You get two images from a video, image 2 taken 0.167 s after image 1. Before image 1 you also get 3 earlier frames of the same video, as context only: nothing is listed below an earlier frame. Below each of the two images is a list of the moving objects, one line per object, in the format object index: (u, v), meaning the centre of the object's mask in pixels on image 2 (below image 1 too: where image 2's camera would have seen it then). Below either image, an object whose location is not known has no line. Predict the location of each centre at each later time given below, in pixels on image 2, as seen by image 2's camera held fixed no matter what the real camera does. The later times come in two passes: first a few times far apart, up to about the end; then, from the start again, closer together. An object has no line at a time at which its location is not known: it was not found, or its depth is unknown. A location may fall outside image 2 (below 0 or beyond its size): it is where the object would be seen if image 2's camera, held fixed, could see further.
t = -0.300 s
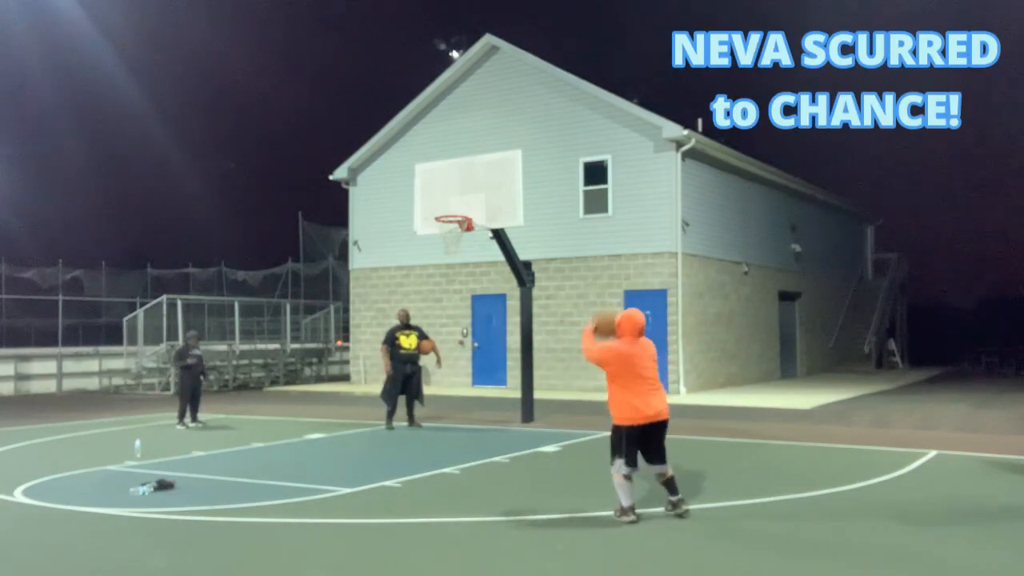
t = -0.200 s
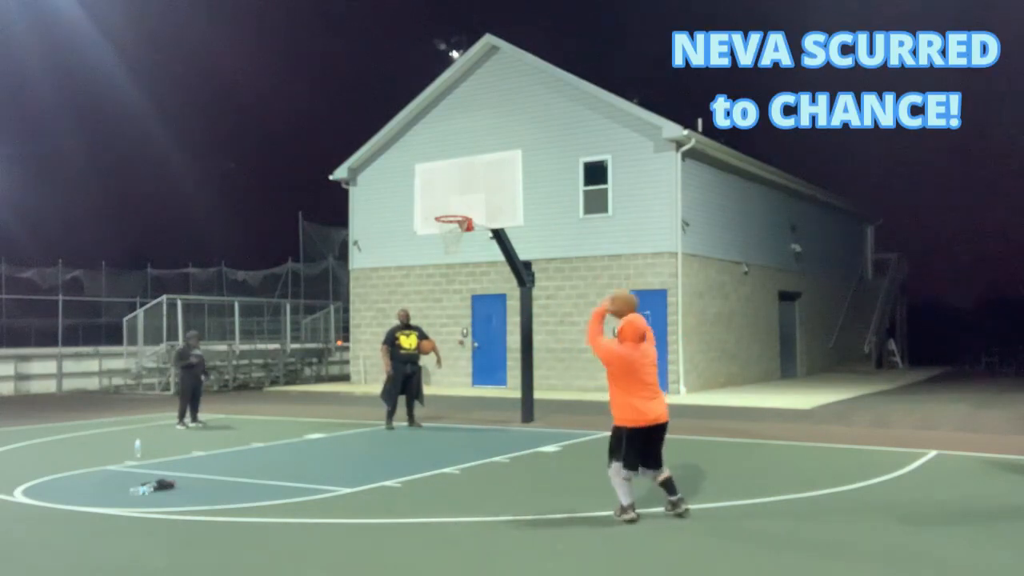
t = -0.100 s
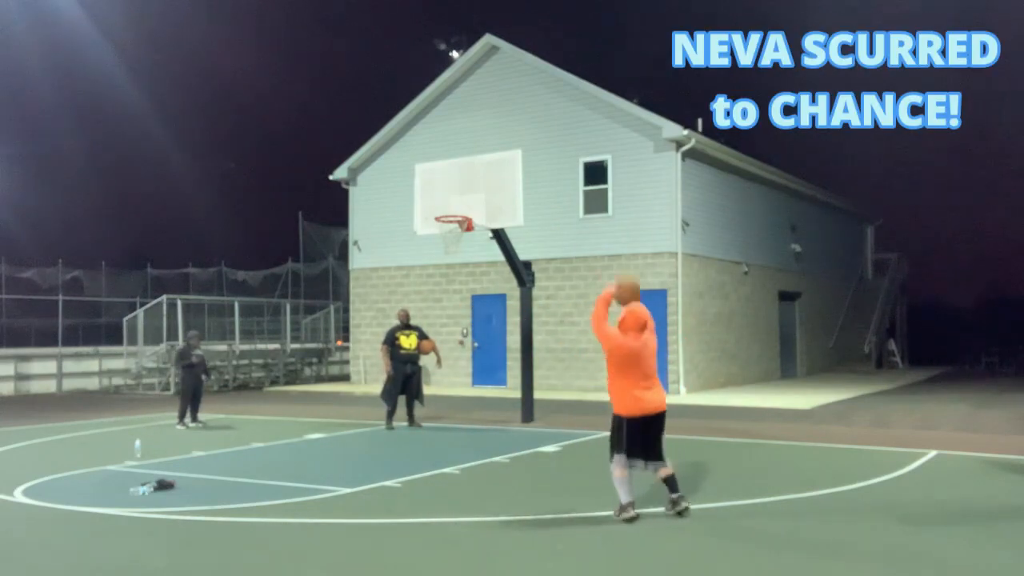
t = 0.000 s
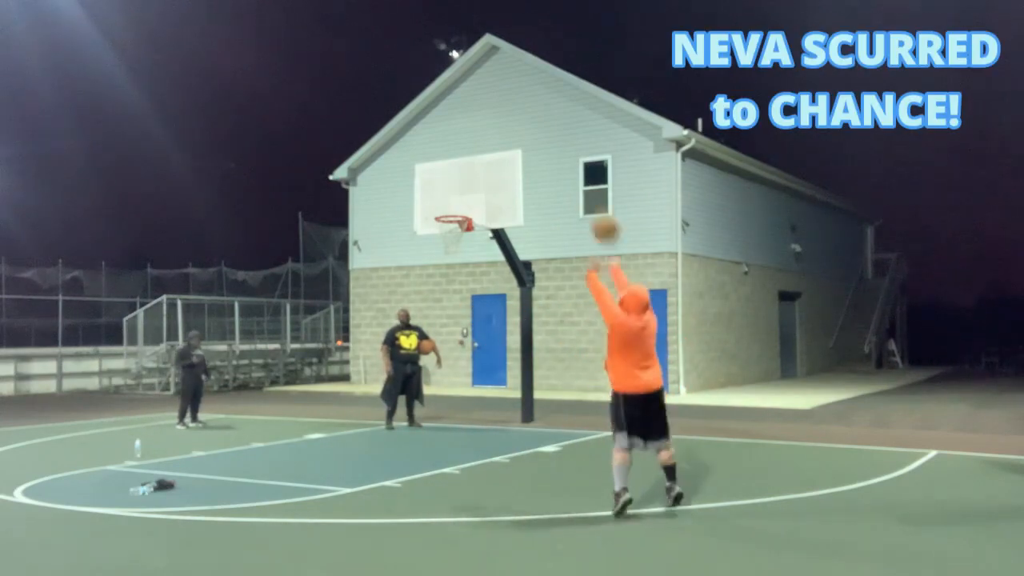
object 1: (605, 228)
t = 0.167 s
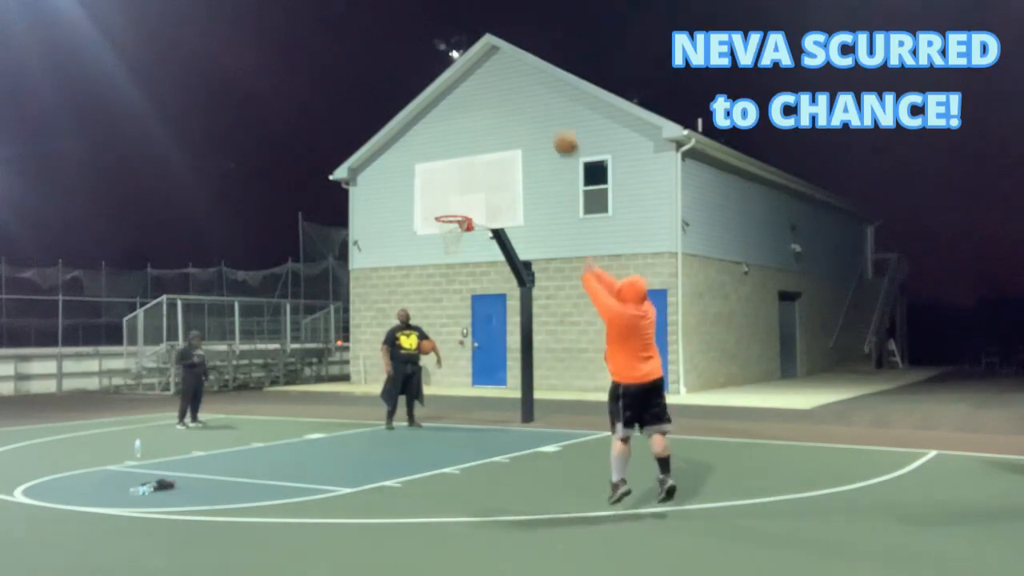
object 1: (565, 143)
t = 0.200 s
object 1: (559, 131)
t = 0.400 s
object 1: (525, 92)
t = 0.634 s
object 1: (493, 95)
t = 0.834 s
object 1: (470, 130)
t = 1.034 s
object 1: (451, 186)
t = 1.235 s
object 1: (461, 235)
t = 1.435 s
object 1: (468, 247)
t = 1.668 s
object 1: (467, 291)
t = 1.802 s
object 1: (468, 337)
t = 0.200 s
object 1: (559, 131)
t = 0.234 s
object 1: (553, 121)
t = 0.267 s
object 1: (547, 113)
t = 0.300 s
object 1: (541, 106)
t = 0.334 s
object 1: (535, 100)
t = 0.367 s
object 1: (530, 96)
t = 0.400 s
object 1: (525, 92)
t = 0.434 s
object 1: (520, 90)
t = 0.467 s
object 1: (515, 88)
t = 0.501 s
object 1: (510, 88)
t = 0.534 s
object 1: (506, 88)
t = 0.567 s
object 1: (501, 89)
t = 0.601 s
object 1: (497, 92)
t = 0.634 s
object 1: (493, 95)
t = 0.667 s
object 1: (489, 99)
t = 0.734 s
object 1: (481, 110)
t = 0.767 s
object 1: (477, 115)
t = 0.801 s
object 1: (474, 123)
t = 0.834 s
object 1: (470, 130)
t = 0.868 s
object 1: (466, 138)
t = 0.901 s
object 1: (463, 146)
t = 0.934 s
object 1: (460, 155)
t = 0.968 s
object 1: (456, 165)
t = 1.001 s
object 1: (454, 175)
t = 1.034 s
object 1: (451, 186)
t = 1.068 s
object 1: (448, 197)
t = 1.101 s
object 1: (445, 209)
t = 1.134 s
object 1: (442, 221)
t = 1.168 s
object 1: (450, 227)
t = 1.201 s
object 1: (456, 233)
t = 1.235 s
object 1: (461, 235)
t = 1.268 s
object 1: (463, 236)
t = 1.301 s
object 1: (465, 238)
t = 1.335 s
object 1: (467, 238)
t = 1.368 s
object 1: (467, 240)
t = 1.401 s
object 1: (467, 243)
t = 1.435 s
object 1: (468, 247)
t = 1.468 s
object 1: (468, 251)
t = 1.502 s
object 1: (467, 255)
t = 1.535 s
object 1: (468, 261)
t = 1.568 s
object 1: (467, 267)
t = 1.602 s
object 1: (468, 275)
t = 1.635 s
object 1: (467, 284)
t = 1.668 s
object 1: (467, 291)
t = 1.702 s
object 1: (468, 301)
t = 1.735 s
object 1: (468, 312)
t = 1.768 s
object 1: (468, 325)
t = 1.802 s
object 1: (468, 337)
